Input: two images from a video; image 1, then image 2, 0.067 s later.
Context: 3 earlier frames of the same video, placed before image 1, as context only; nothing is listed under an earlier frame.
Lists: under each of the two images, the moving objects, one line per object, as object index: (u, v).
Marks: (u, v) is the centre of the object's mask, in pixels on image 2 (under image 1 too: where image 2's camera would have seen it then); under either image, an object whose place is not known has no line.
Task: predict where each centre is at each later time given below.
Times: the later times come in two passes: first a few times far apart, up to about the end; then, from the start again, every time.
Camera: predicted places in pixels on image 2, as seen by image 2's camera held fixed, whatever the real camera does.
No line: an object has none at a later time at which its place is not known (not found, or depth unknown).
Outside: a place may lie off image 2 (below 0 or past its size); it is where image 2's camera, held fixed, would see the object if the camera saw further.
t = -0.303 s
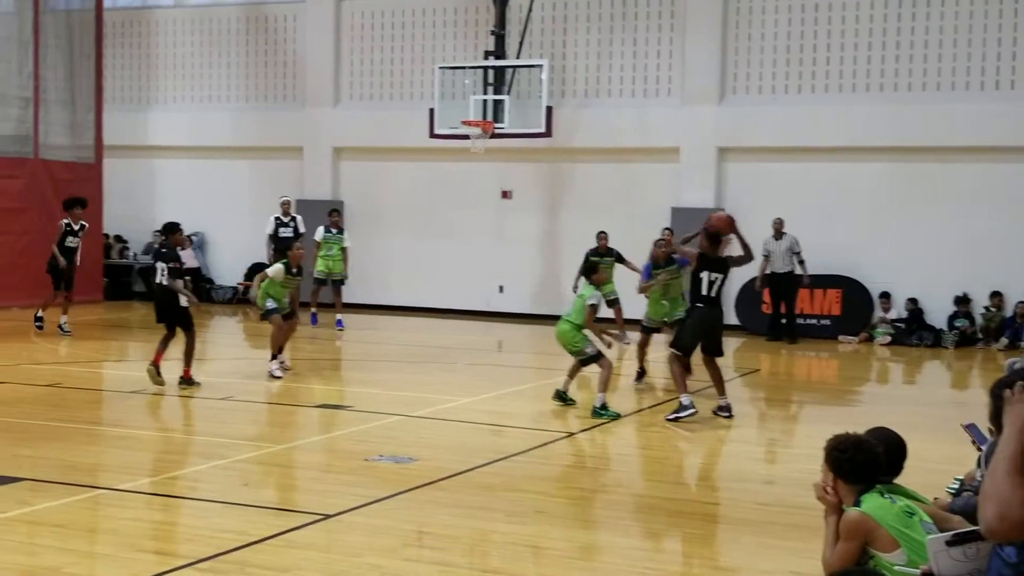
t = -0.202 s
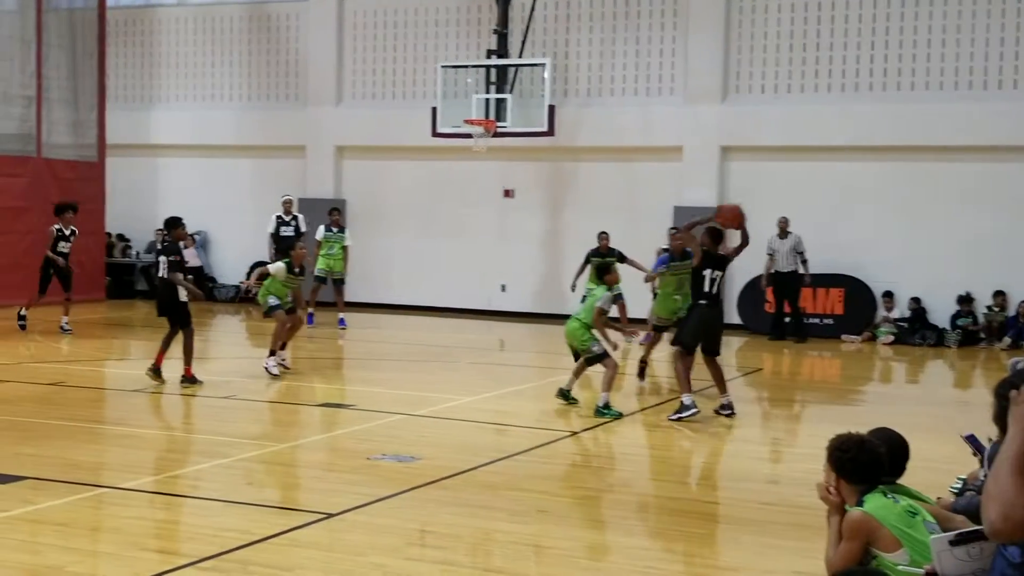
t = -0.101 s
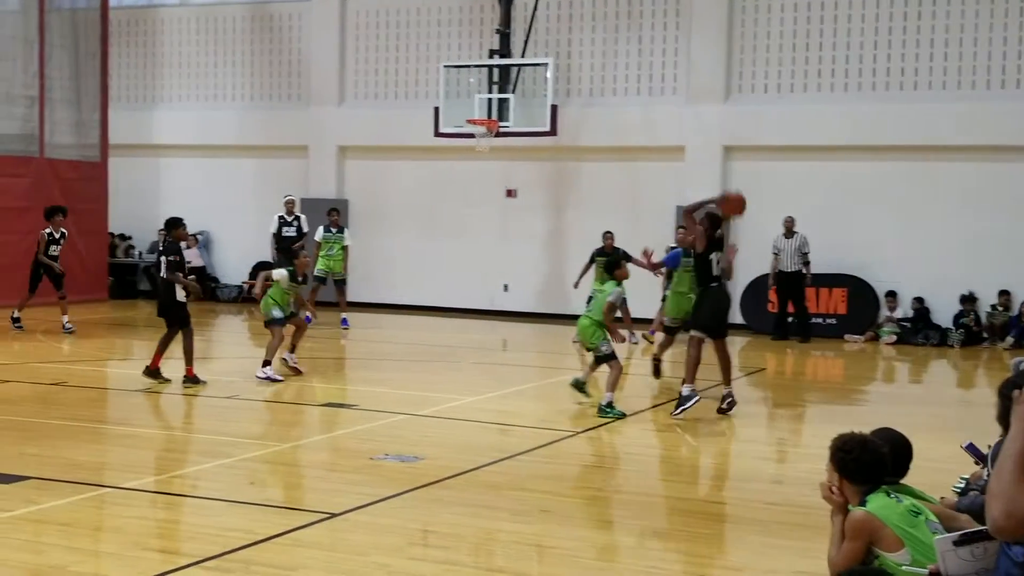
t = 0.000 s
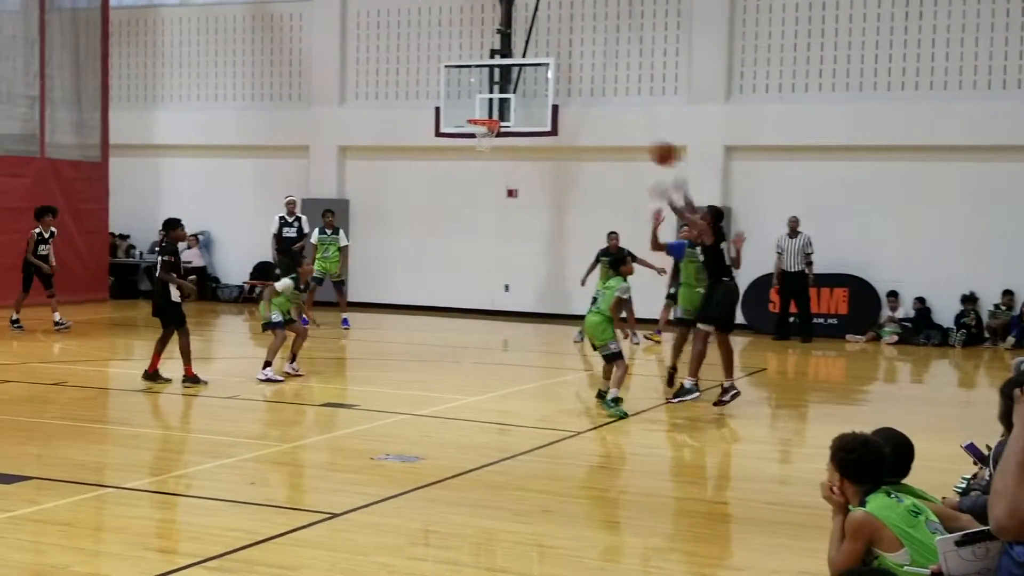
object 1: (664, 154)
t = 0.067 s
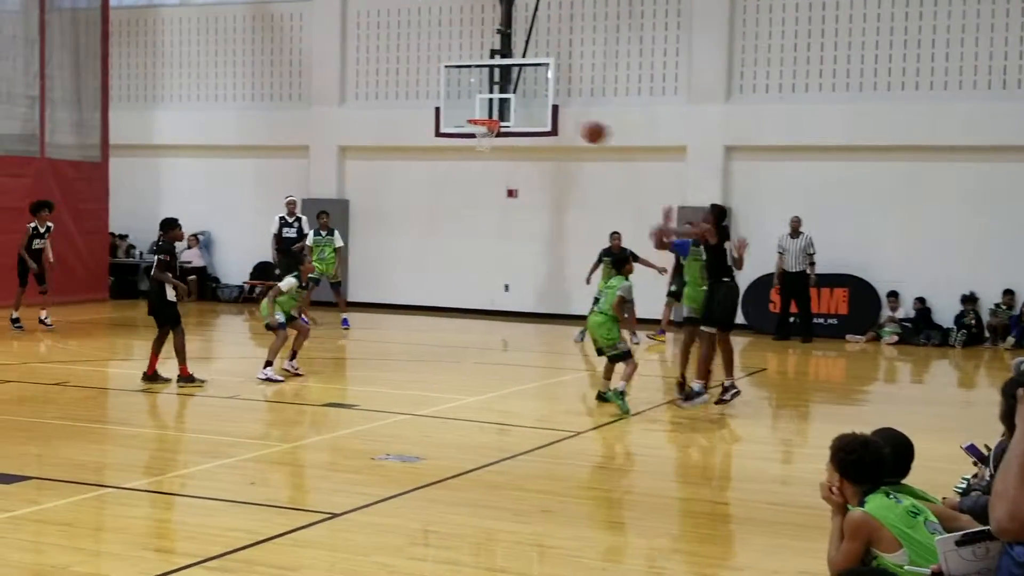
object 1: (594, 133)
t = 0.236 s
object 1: (440, 102)
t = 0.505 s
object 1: (236, 109)
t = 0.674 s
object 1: (128, 141)
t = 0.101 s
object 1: (562, 123)
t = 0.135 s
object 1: (530, 117)
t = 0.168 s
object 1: (501, 110)
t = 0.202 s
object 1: (469, 106)
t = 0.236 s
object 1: (440, 102)
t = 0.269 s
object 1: (412, 100)
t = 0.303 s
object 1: (385, 98)
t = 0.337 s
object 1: (359, 98)
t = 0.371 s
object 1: (334, 98)
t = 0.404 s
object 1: (308, 100)
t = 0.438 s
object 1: (284, 102)
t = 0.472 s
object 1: (259, 105)
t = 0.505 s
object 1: (236, 109)
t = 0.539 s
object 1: (214, 113)
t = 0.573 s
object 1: (191, 119)
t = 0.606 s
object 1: (170, 125)
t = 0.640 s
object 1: (148, 132)
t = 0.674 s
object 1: (128, 141)
